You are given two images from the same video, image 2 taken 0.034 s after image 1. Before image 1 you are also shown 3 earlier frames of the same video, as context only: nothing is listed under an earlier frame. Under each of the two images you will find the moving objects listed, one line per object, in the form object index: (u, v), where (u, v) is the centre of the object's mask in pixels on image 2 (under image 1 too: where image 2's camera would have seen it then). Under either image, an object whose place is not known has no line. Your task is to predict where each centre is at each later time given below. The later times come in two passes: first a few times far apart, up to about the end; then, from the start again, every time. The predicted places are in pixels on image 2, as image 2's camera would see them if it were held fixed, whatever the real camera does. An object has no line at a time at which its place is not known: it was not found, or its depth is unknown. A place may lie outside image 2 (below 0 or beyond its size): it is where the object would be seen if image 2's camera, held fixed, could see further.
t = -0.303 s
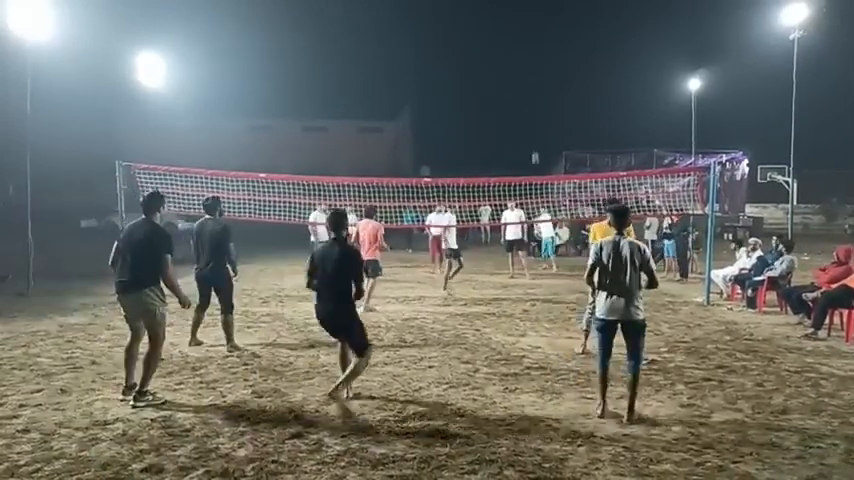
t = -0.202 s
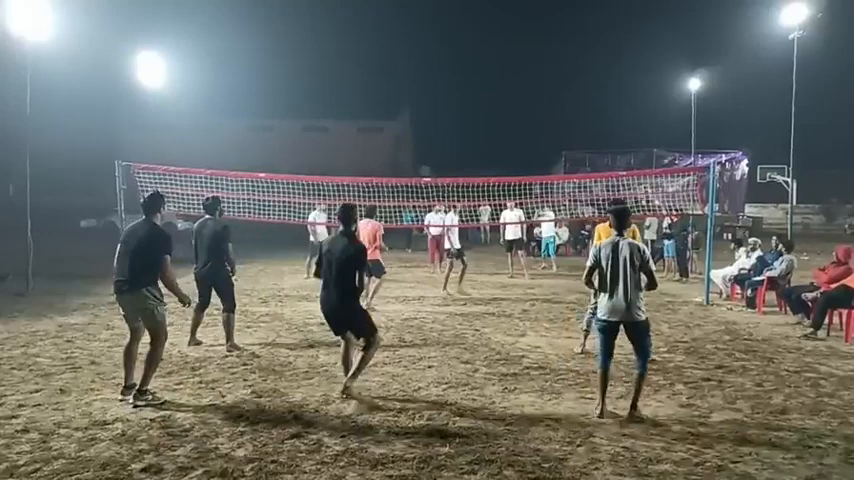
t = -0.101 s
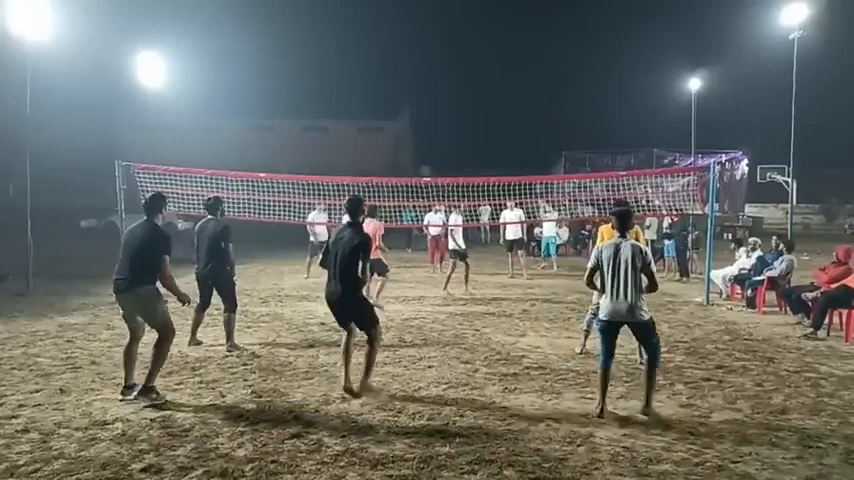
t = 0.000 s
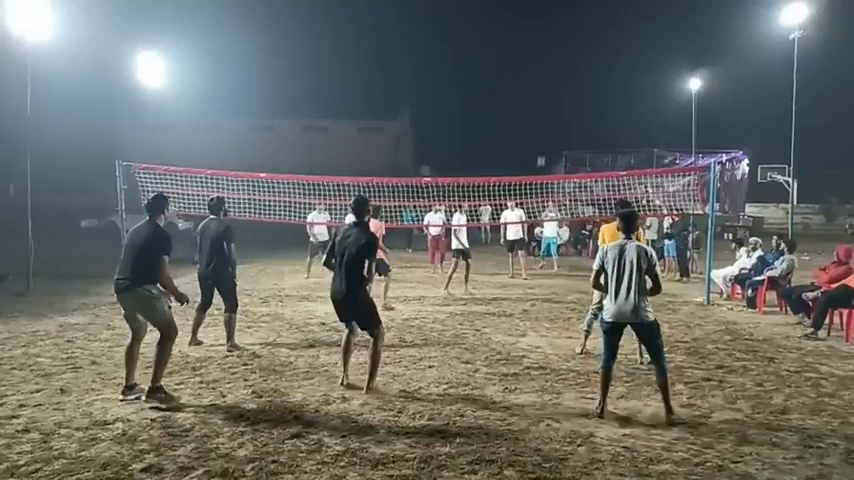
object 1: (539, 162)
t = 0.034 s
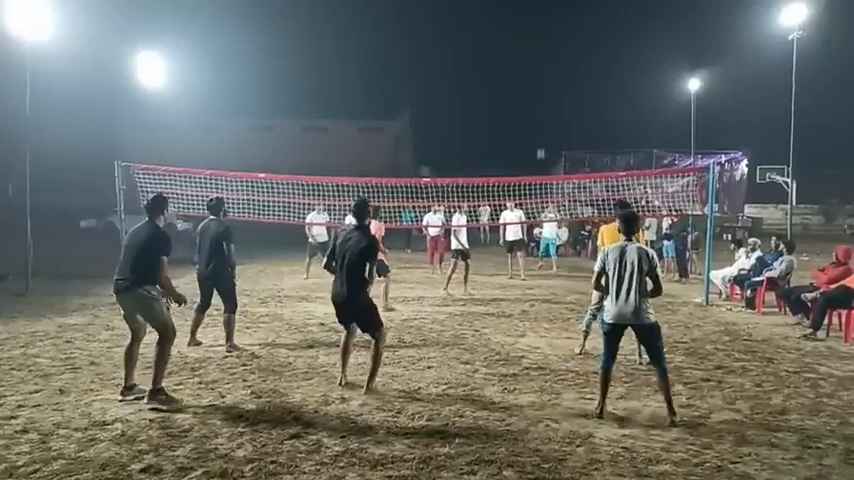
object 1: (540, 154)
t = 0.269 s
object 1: (545, 102)
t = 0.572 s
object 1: (549, 49)
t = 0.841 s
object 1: (558, 40)
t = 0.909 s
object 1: (562, 51)
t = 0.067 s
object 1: (539, 145)
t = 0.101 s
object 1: (541, 137)
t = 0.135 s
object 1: (543, 129)
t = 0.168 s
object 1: (541, 121)
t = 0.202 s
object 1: (543, 114)
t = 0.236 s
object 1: (545, 107)
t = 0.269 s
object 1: (545, 102)
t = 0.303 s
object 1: (545, 90)
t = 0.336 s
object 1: (545, 86)
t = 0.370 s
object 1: (548, 84)
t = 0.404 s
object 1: (548, 76)
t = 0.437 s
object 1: (546, 67)
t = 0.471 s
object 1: (549, 64)
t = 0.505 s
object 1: (550, 63)
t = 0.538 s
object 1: (551, 57)
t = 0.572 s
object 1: (549, 49)
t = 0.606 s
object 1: (553, 48)
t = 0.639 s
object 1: (554, 48)
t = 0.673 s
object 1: (554, 45)
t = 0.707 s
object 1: (554, 38)
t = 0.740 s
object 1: (555, 40)
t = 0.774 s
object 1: (558, 44)
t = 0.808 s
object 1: (558, 42)
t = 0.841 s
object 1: (558, 40)
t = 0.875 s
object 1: (560, 43)
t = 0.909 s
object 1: (562, 51)
